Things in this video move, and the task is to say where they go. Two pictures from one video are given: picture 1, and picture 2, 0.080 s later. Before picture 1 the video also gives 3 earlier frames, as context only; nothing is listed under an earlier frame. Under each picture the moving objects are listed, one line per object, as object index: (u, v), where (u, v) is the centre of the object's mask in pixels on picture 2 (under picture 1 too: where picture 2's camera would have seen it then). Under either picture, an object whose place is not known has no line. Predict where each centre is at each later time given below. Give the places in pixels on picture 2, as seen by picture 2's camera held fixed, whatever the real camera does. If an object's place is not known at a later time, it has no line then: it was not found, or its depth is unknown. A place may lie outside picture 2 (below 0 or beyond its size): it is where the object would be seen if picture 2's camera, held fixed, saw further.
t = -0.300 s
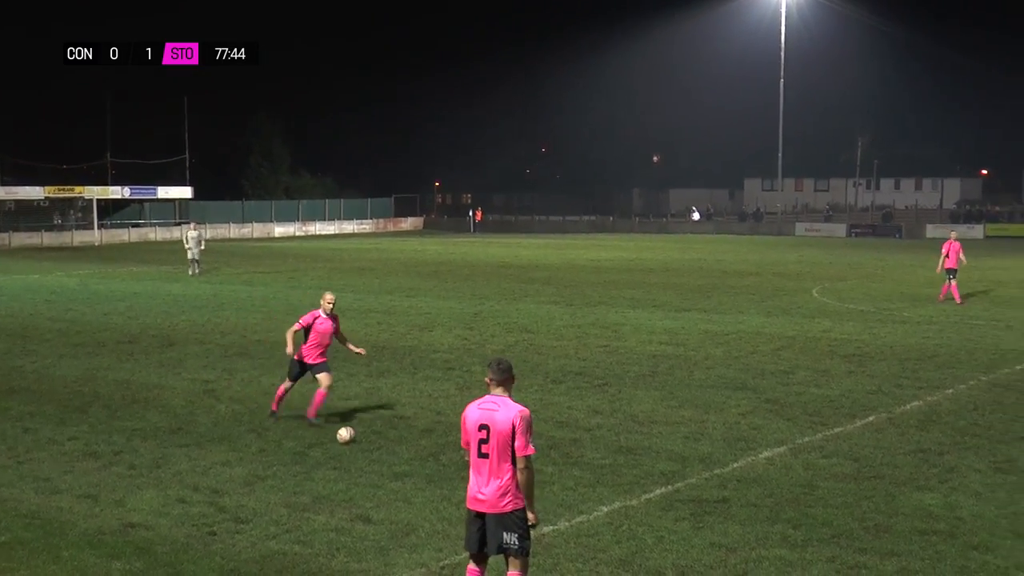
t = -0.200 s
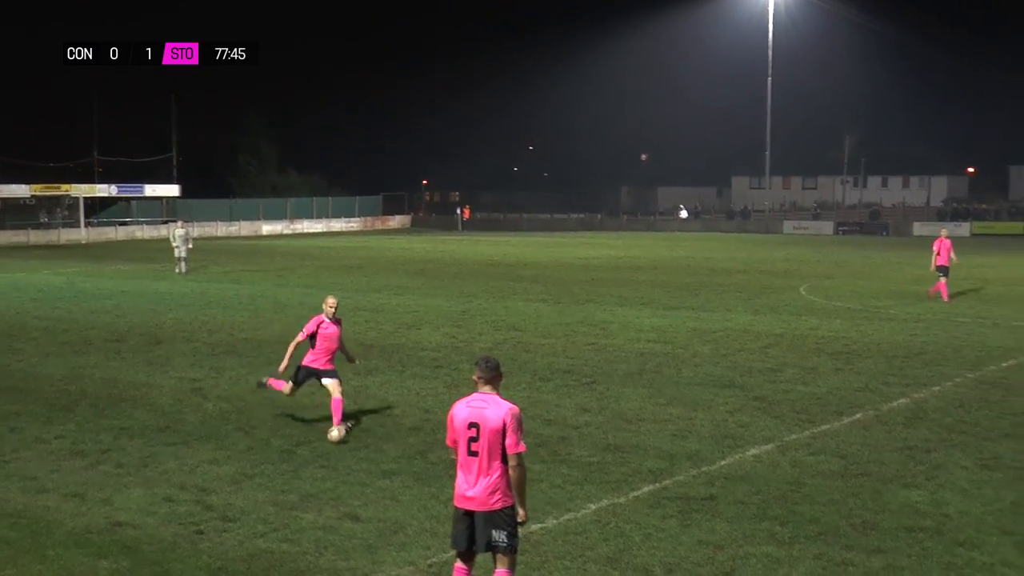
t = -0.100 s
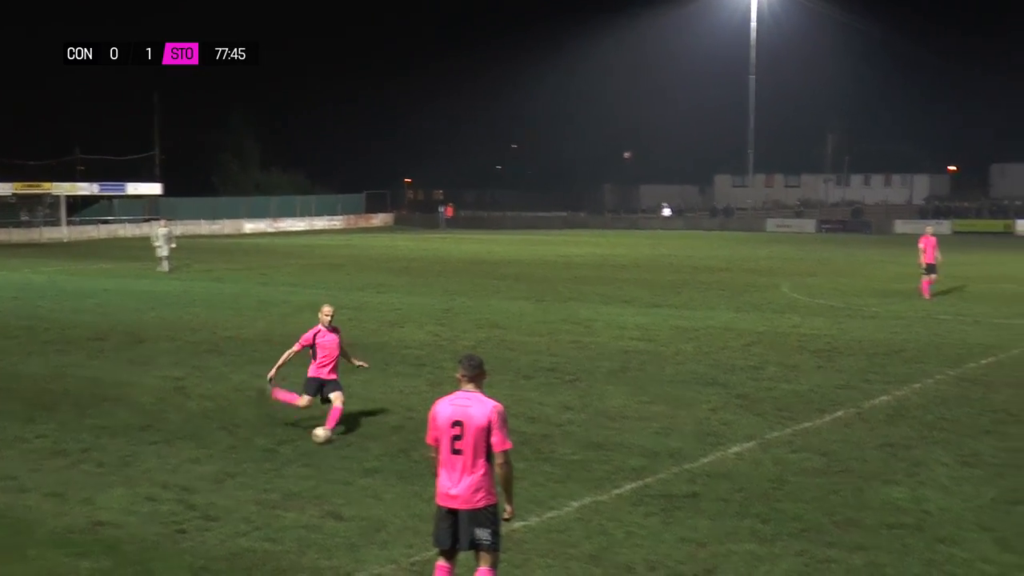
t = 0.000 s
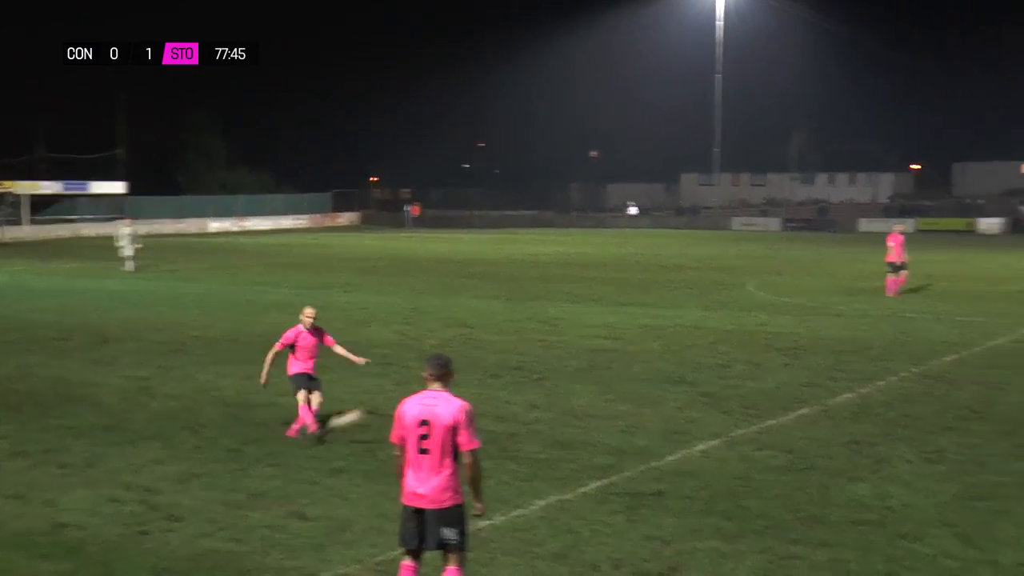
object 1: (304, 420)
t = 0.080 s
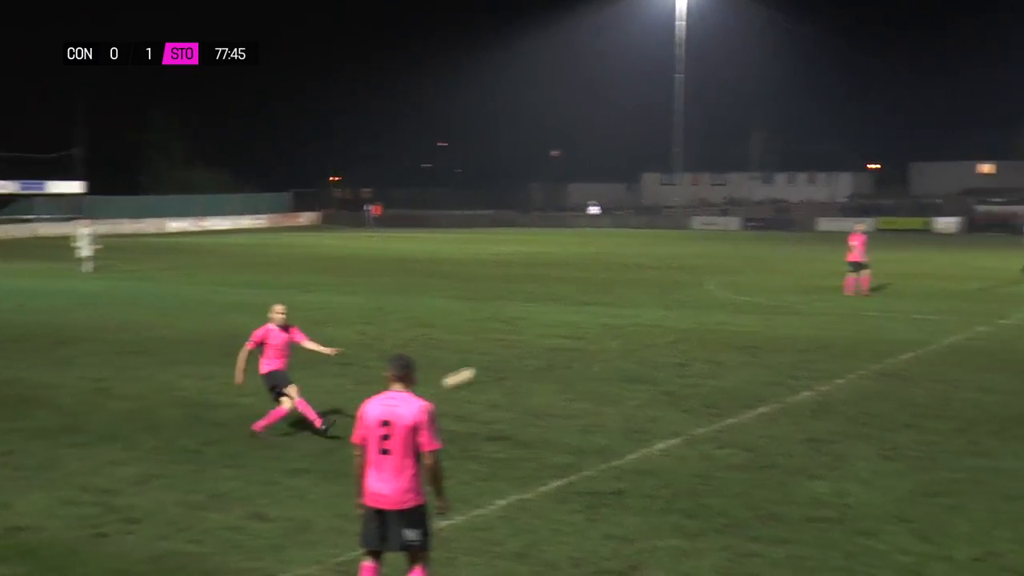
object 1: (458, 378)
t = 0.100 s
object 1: (497, 368)
